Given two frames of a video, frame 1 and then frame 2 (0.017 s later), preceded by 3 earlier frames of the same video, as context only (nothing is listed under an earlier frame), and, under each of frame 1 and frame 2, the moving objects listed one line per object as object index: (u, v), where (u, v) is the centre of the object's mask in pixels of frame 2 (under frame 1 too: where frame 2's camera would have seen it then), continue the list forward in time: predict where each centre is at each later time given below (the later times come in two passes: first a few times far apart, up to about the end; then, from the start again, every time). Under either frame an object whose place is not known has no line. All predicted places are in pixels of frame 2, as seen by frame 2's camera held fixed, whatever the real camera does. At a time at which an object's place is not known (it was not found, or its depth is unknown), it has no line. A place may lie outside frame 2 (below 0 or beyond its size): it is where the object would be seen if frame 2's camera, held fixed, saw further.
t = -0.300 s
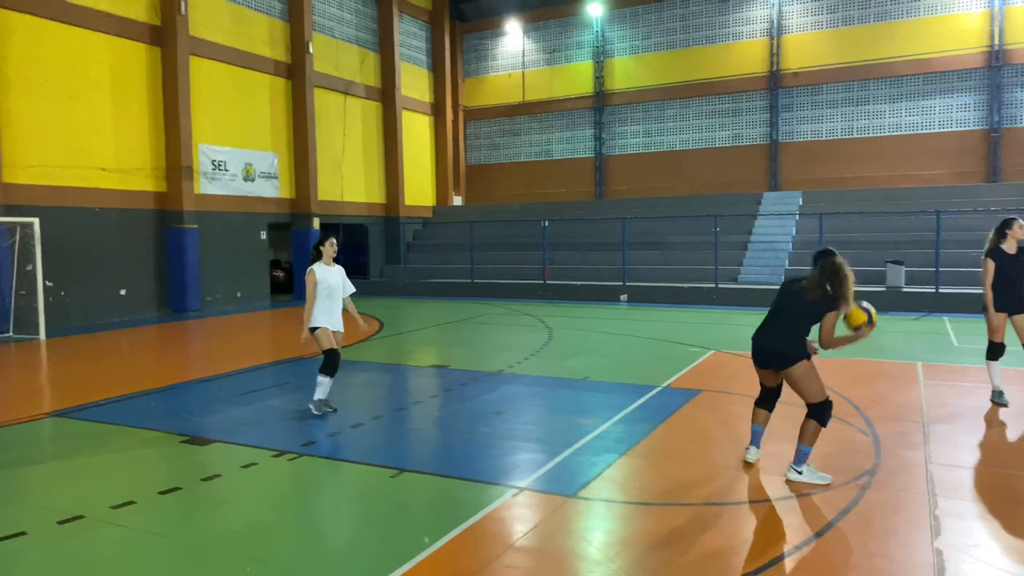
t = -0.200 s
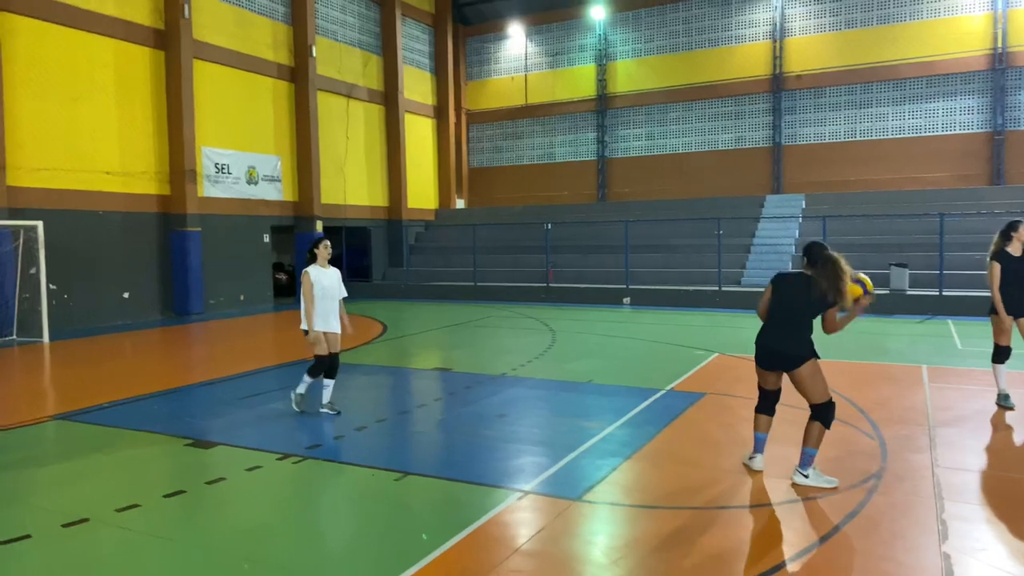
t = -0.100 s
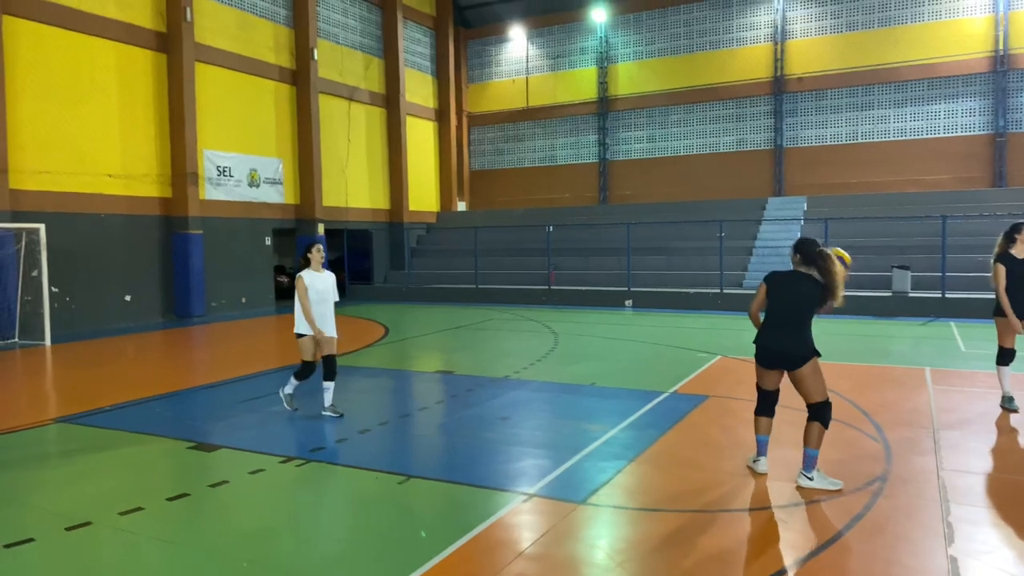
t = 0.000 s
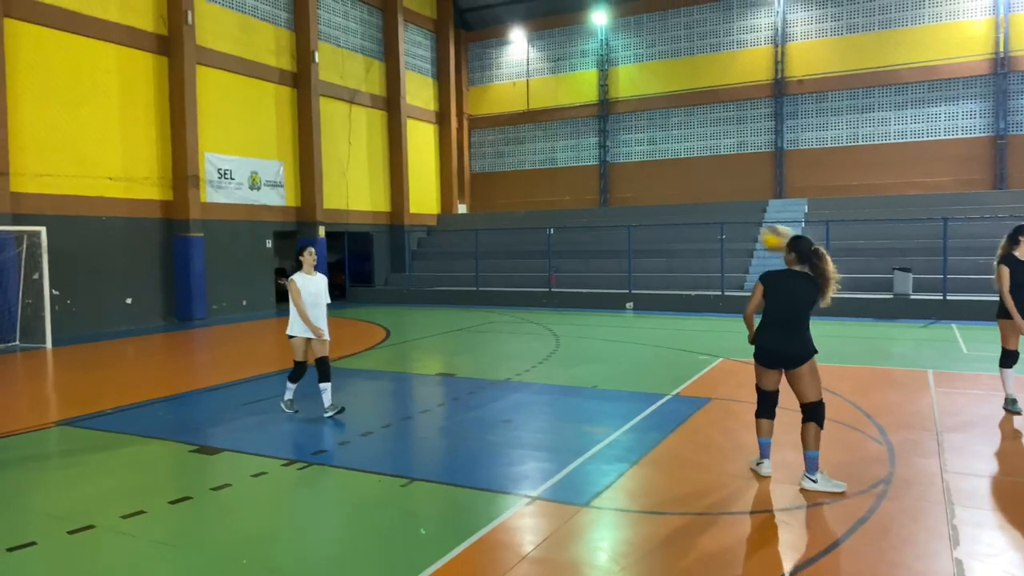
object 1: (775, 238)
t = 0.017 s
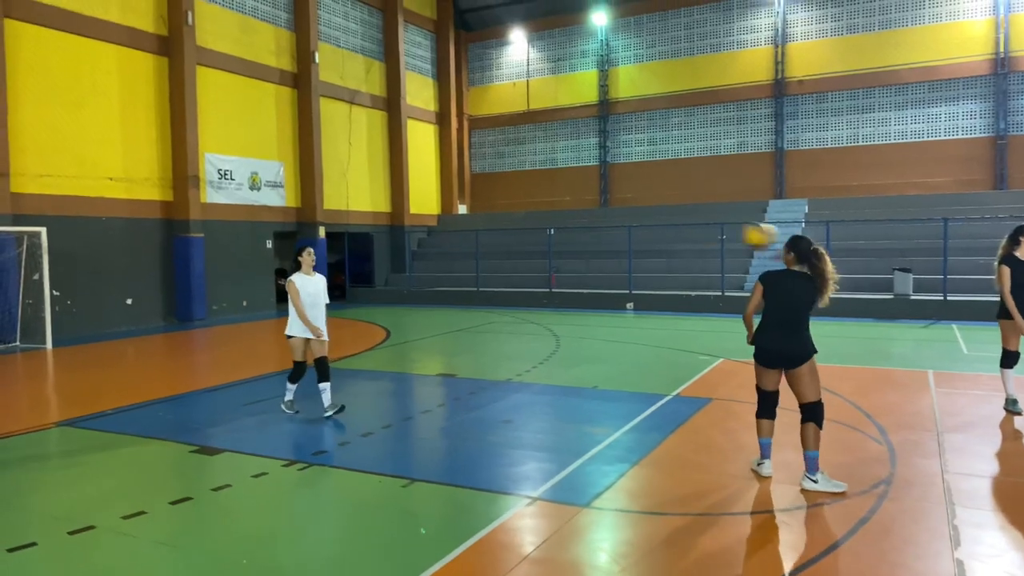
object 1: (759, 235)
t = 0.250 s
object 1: (560, 238)
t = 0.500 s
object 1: (402, 296)
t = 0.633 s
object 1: (331, 347)
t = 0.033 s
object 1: (743, 233)
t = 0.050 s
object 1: (727, 231)
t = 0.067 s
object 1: (712, 231)
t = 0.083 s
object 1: (697, 230)
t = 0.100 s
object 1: (682, 229)
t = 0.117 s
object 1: (667, 229)
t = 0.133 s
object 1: (652, 229)
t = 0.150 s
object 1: (638, 229)
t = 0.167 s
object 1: (625, 230)
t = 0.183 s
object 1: (612, 231)
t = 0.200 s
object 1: (598, 232)
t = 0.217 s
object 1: (585, 234)
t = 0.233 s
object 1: (572, 235)
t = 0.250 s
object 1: (560, 238)
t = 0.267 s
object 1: (548, 240)
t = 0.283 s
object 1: (536, 243)
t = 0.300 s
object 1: (524, 246)
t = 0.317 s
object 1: (513, 248)
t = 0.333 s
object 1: (502, 252)
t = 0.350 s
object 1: (492, 255)
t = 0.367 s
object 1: (480, 259)
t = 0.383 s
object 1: (469, 263)
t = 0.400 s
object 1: (459, 267)
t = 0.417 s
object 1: (449, 271)
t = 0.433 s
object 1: (440, 276)
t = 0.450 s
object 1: (430, 280)
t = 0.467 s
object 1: (420, 286)
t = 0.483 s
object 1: (411, 291)
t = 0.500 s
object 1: (402, 296)
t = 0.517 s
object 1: (392, 301)
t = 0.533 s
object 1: (382, 307)
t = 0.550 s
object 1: (373, 312)
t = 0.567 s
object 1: (366, 318)
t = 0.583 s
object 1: (356, 326)
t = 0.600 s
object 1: (348, 332)
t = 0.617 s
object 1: (339, 339)
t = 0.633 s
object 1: (331, 347)
